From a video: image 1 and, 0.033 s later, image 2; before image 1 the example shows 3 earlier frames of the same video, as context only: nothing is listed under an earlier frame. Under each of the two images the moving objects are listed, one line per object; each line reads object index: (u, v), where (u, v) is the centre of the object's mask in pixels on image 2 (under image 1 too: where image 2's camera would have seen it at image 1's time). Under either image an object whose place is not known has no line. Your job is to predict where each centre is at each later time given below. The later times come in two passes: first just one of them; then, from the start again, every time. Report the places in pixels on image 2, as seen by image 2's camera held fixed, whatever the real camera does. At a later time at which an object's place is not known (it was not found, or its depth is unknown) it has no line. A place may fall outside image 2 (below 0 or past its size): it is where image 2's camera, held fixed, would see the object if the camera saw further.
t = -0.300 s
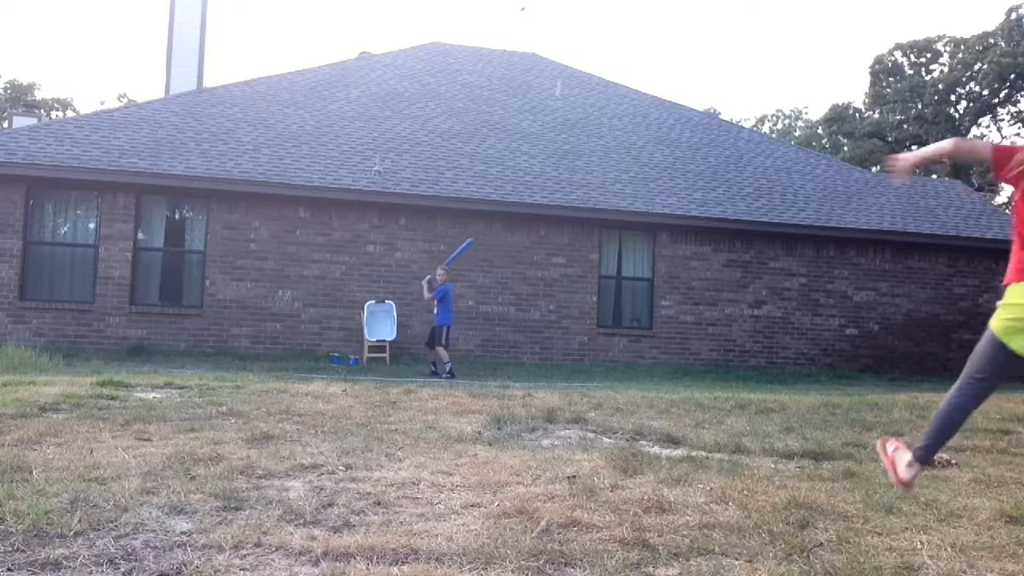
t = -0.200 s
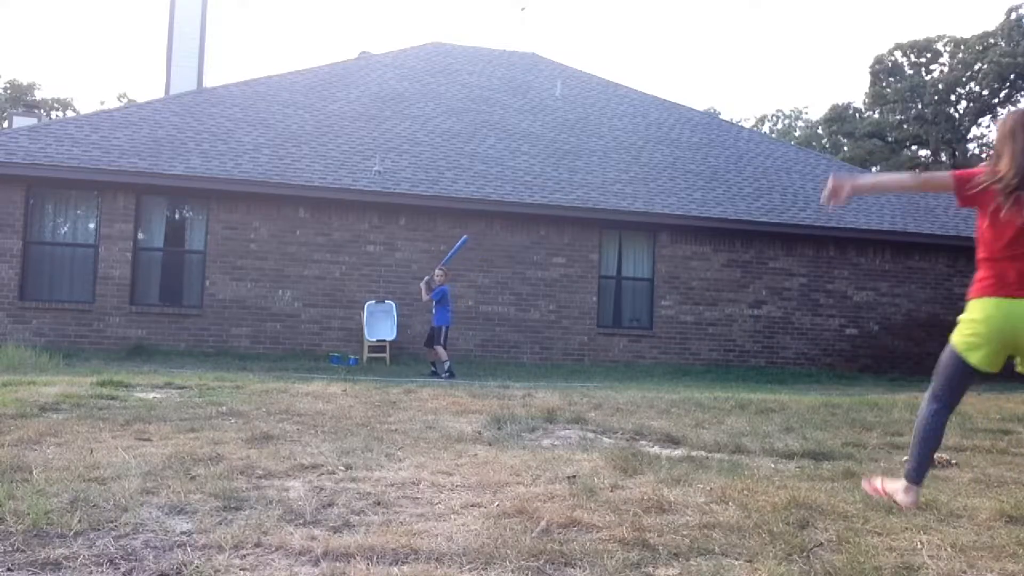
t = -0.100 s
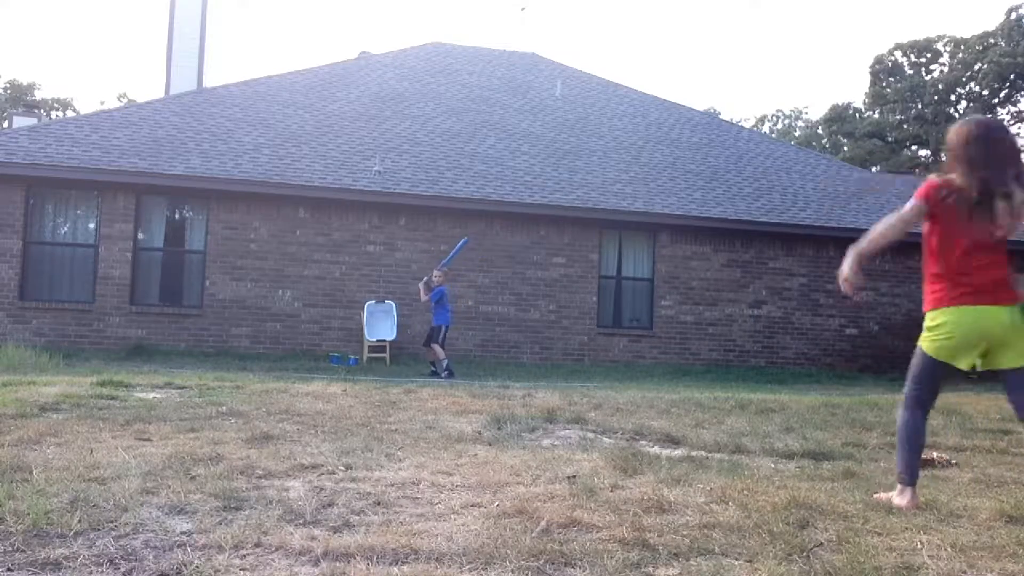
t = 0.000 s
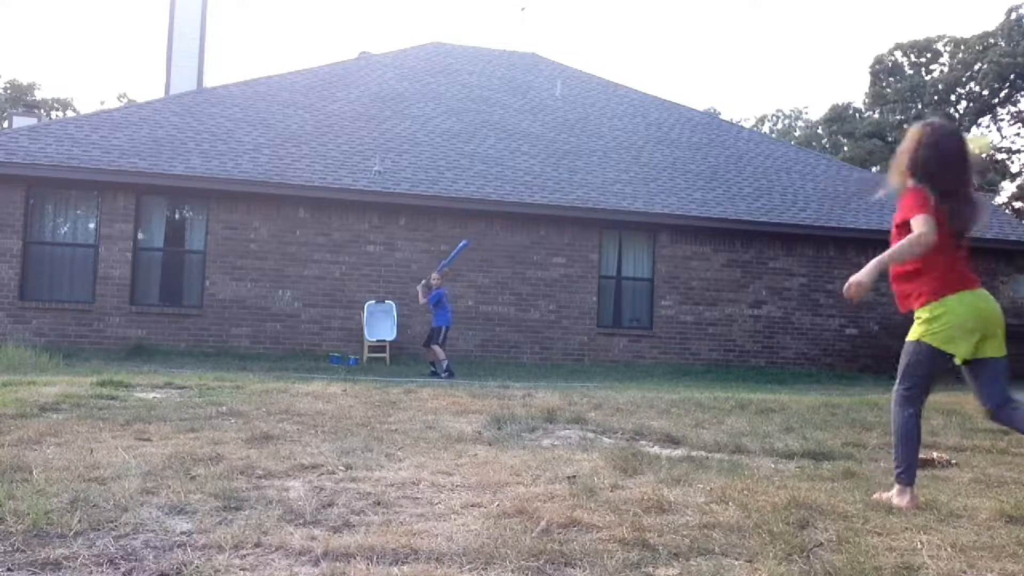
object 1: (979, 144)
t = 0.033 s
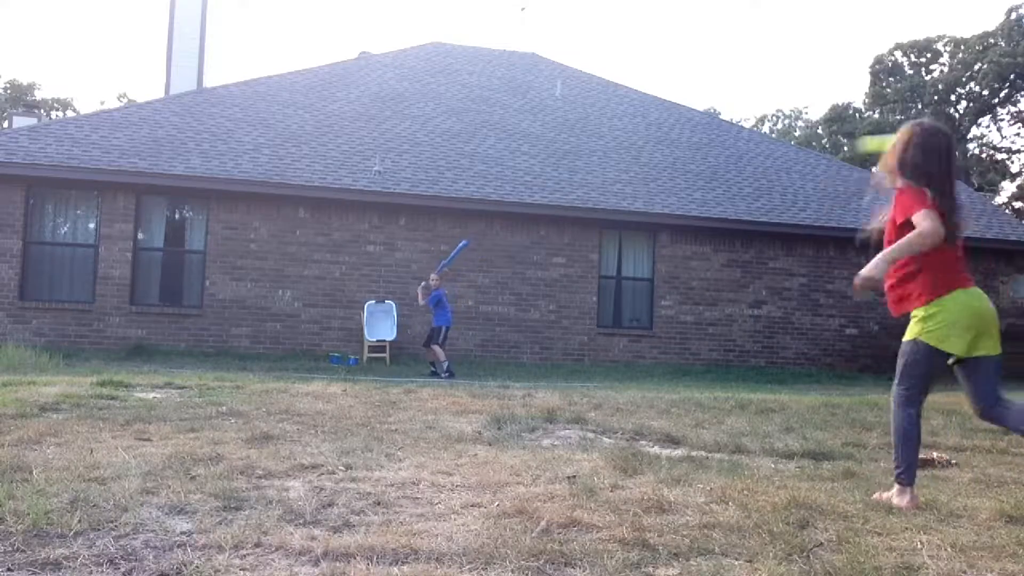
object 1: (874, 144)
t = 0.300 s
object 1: (572, 191)
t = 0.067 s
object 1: (808, 148)
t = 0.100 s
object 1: (751, 154)
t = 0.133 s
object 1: (705, 159)
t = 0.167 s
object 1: (669, 165)
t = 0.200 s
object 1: (638, 171)
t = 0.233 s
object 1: (612, 177)
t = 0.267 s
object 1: (590, 184)
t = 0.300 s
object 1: (572, 191)
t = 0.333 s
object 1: (555, 199)
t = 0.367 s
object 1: (539, 207)
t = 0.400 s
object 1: (527, 213)
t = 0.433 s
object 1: (516, 222)
